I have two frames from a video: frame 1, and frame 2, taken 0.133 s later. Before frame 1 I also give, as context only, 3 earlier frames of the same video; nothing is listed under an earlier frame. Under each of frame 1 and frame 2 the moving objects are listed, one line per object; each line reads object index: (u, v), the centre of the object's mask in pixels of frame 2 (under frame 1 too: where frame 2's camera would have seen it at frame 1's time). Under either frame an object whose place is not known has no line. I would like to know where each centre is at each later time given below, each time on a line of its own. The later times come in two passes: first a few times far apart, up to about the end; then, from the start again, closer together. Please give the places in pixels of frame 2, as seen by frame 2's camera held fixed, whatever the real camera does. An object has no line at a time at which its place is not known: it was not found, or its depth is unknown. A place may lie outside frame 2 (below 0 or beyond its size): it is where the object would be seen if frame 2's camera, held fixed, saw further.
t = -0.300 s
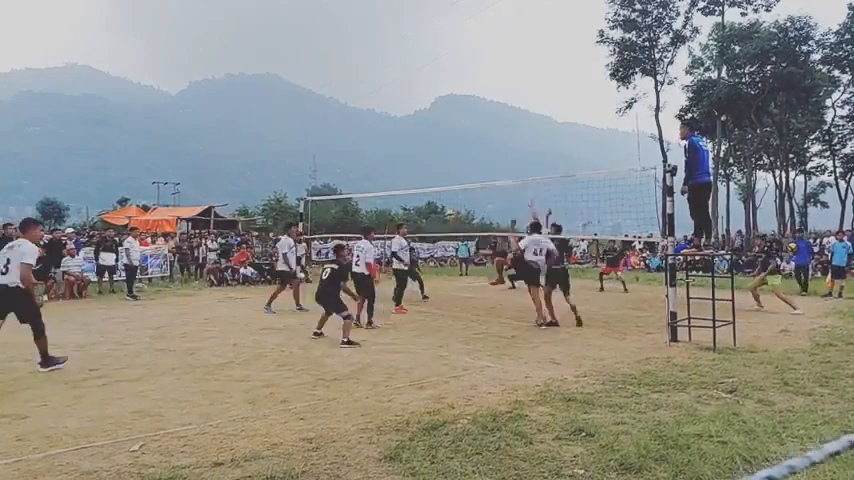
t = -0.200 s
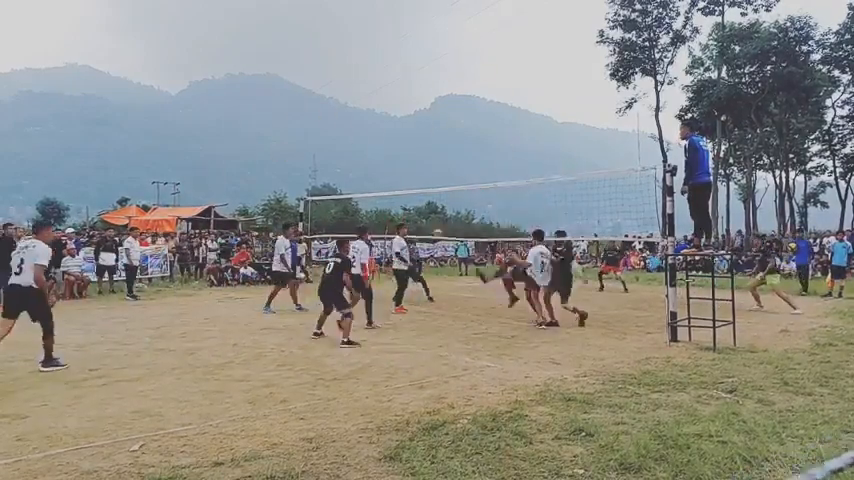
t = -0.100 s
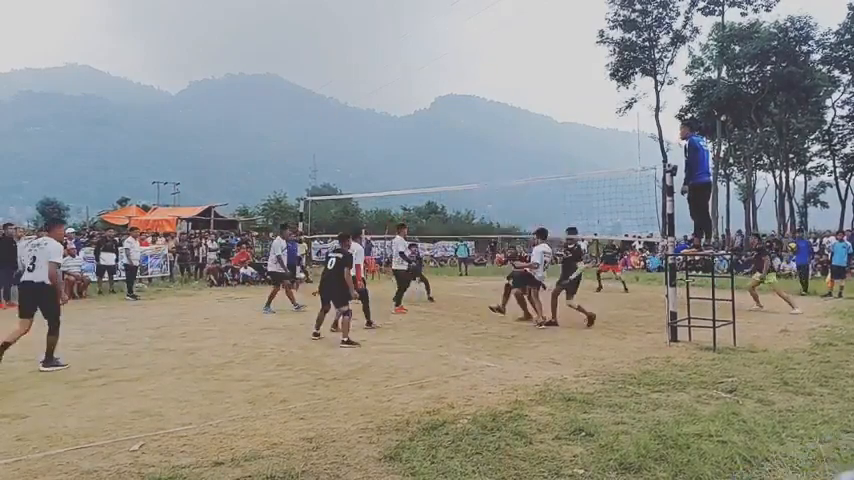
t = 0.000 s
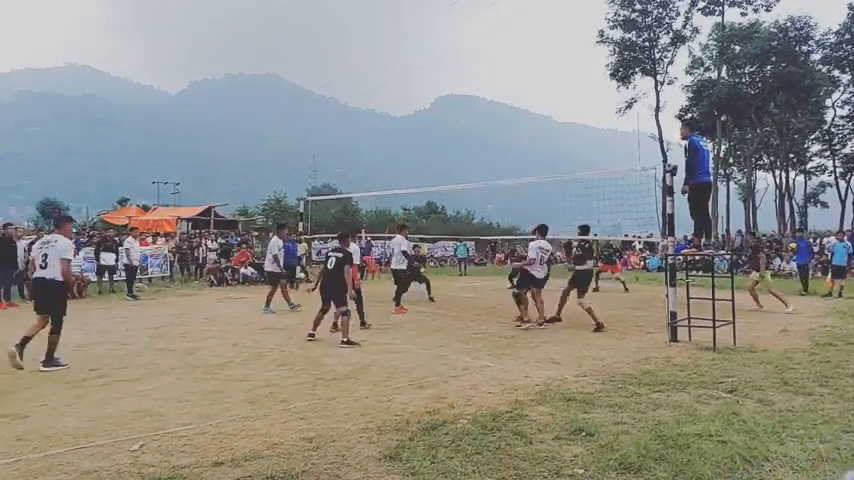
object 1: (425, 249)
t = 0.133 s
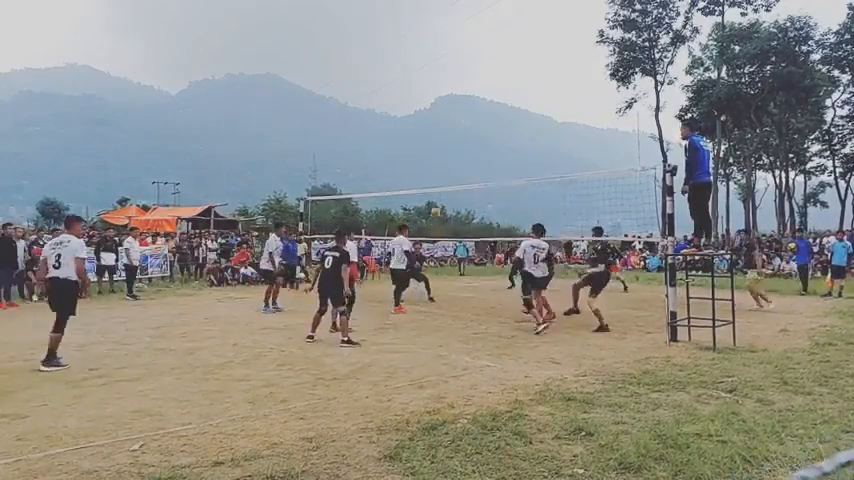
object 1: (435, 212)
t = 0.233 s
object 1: (443, 190)
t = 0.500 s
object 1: (465, 139)
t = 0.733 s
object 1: (486, 122)
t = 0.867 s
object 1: (497, 125)
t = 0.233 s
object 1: (443, 190)
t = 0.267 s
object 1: (445, 180)
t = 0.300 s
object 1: (449, 173)
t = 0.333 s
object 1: (451, 166)
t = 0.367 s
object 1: (454, 159)
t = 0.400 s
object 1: (457, 154)
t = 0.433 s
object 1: (459, 148)
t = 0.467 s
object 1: (463, 144)
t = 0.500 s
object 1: (465, 139)
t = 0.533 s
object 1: (468, 135)
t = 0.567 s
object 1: (471, 132)
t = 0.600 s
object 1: (474, 129)
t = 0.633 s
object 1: (477, 126)
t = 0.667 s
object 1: (480, 124)
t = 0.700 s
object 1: (482, 123)
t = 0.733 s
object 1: (486, 122)
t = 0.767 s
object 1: (489, 122)
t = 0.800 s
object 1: (491, 123)
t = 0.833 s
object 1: (495, 123)
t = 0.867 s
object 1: (497, 125)
